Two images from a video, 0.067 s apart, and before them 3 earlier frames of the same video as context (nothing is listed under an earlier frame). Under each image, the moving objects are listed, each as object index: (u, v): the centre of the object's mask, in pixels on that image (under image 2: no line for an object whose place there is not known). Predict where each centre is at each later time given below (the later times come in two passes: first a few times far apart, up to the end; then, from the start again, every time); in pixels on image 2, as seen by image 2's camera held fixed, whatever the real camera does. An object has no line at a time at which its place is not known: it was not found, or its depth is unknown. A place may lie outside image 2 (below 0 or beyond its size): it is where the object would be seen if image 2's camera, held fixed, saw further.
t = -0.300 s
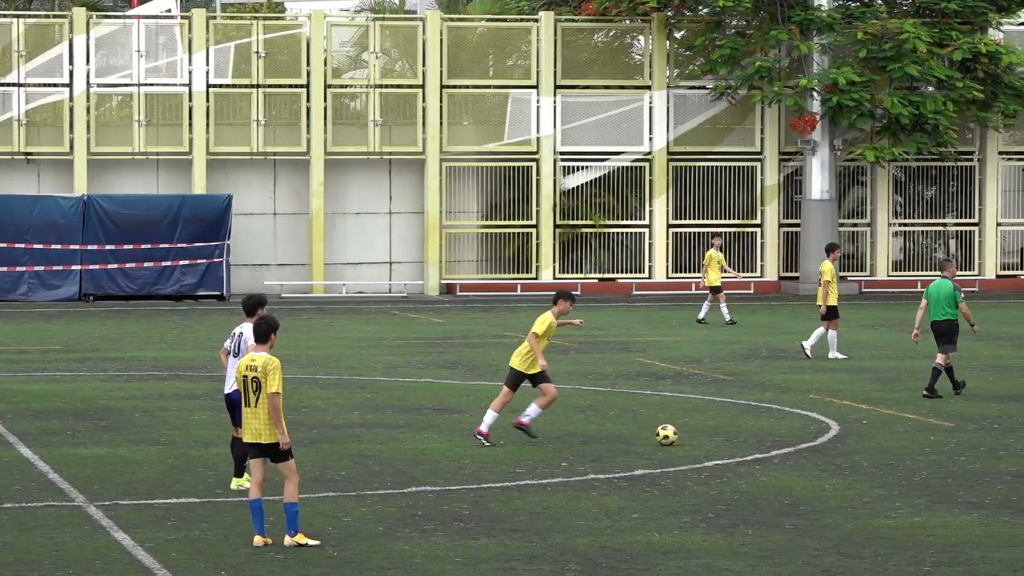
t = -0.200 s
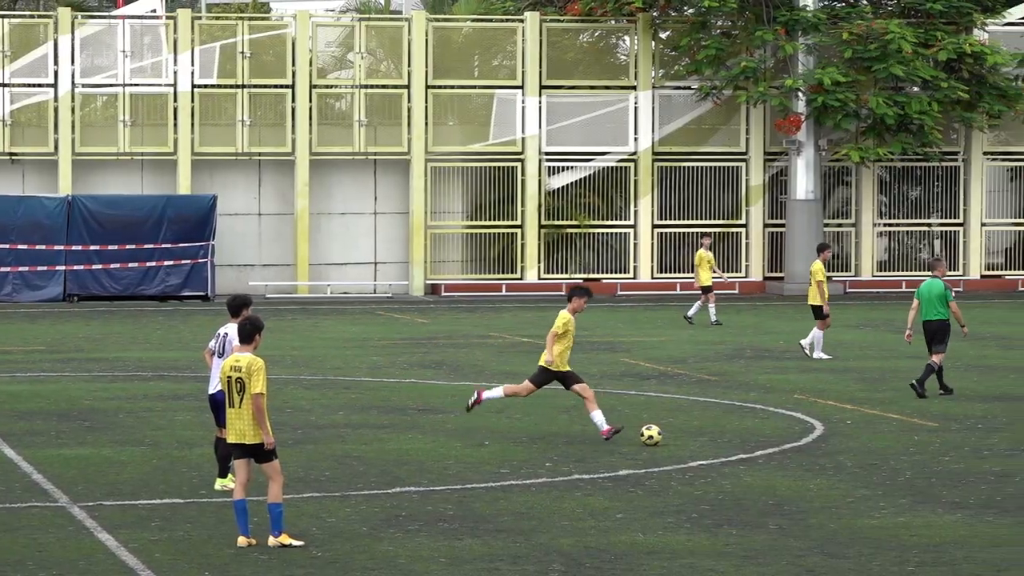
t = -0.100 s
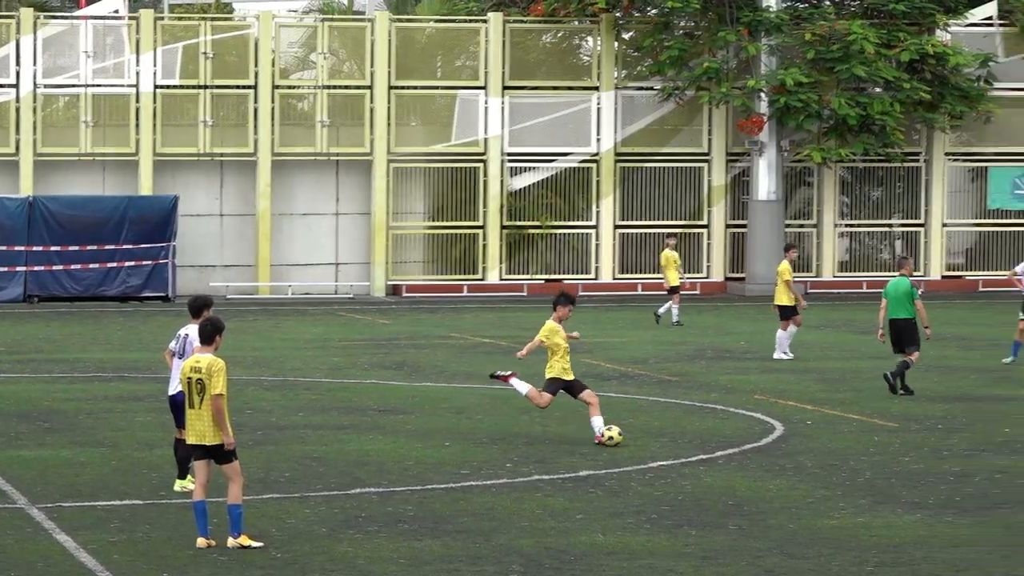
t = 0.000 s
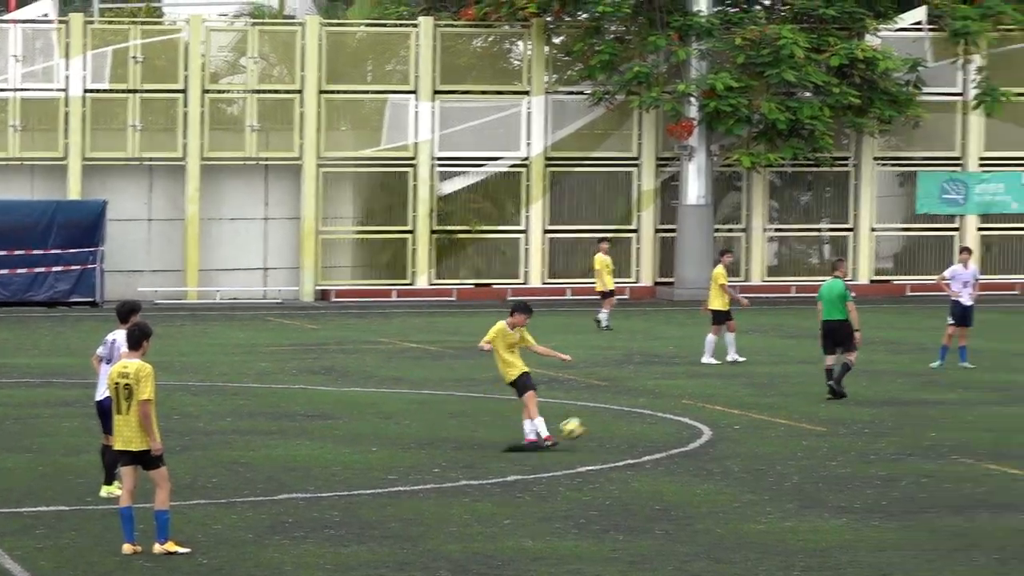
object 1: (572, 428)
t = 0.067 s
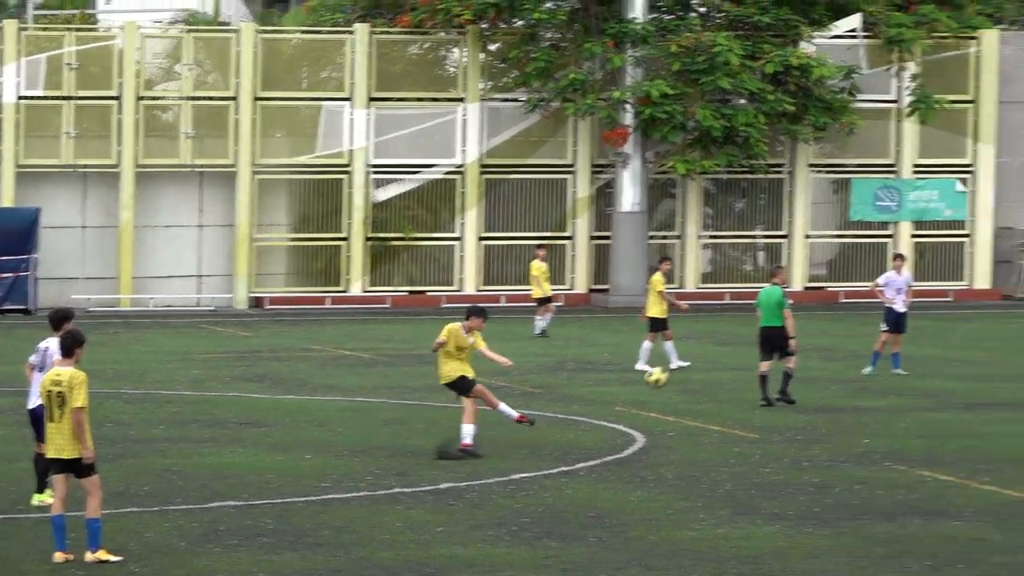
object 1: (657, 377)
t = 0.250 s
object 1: (1047, 240)
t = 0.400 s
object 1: (1386, 142)
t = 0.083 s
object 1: (694, 363)
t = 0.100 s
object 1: (730, 350)
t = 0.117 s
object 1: (765, 337)
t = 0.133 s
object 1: (801, 323)
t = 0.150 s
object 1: (835, 311)
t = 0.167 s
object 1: (871, 298)
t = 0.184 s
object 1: (909, 287)
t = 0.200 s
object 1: (939, 274)
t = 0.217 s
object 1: (975, 264)
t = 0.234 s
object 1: (1012, 251)
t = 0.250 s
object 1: (1047, 240)
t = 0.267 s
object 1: (1084, 229)
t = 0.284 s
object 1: (1120, 218)
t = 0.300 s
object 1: (1157, 207)
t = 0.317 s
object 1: (1195, 195)
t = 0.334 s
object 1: (1232, 184)
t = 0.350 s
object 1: (1270, 174)
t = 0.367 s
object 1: (1308, 163)
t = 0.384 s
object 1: (1347, 153)
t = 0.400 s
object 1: (1386, 142)
